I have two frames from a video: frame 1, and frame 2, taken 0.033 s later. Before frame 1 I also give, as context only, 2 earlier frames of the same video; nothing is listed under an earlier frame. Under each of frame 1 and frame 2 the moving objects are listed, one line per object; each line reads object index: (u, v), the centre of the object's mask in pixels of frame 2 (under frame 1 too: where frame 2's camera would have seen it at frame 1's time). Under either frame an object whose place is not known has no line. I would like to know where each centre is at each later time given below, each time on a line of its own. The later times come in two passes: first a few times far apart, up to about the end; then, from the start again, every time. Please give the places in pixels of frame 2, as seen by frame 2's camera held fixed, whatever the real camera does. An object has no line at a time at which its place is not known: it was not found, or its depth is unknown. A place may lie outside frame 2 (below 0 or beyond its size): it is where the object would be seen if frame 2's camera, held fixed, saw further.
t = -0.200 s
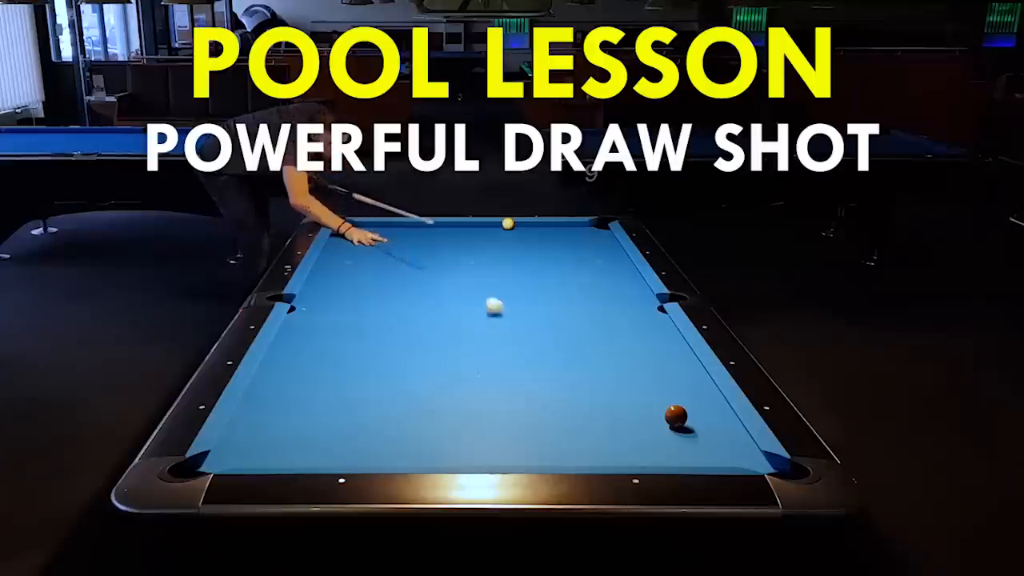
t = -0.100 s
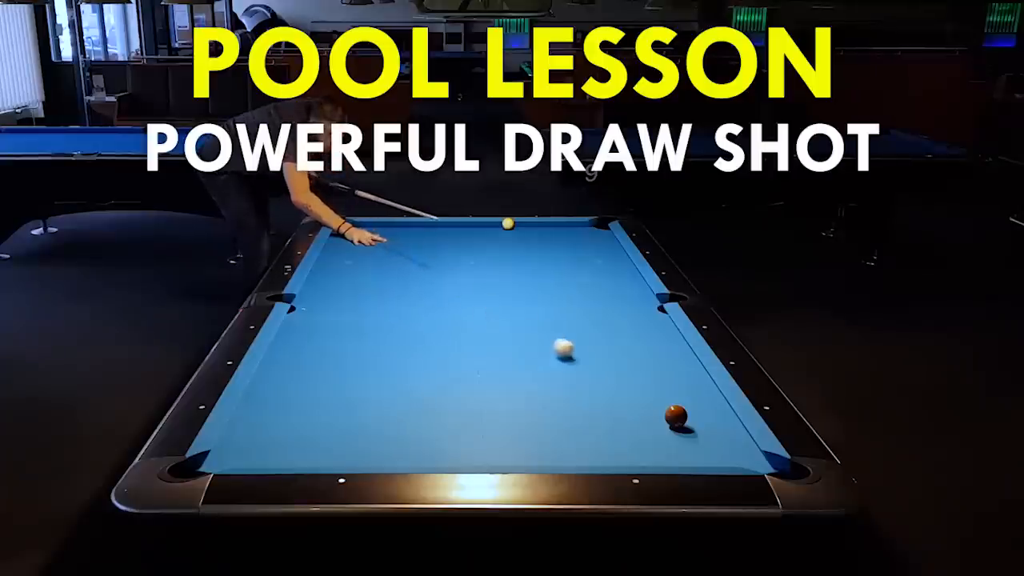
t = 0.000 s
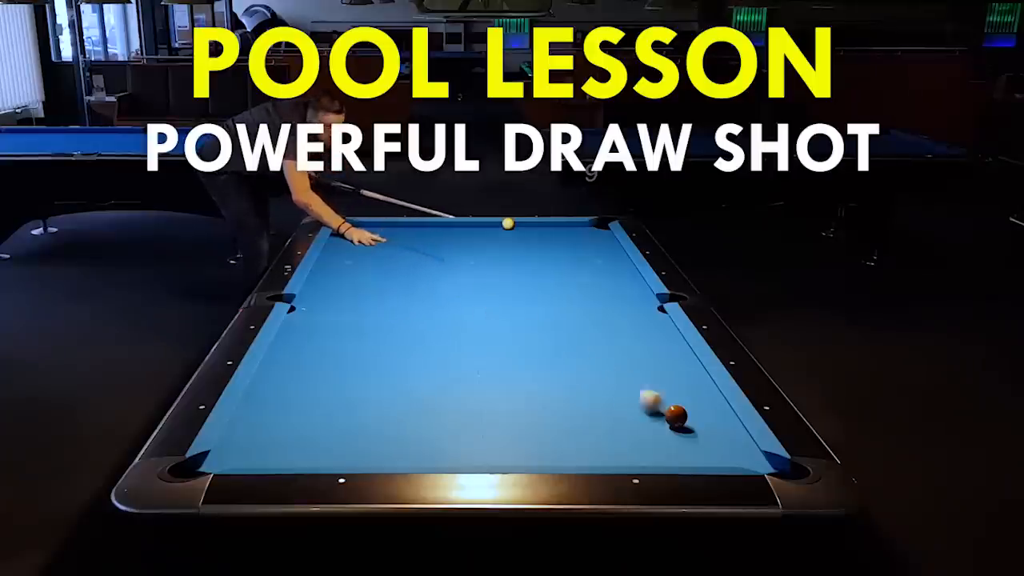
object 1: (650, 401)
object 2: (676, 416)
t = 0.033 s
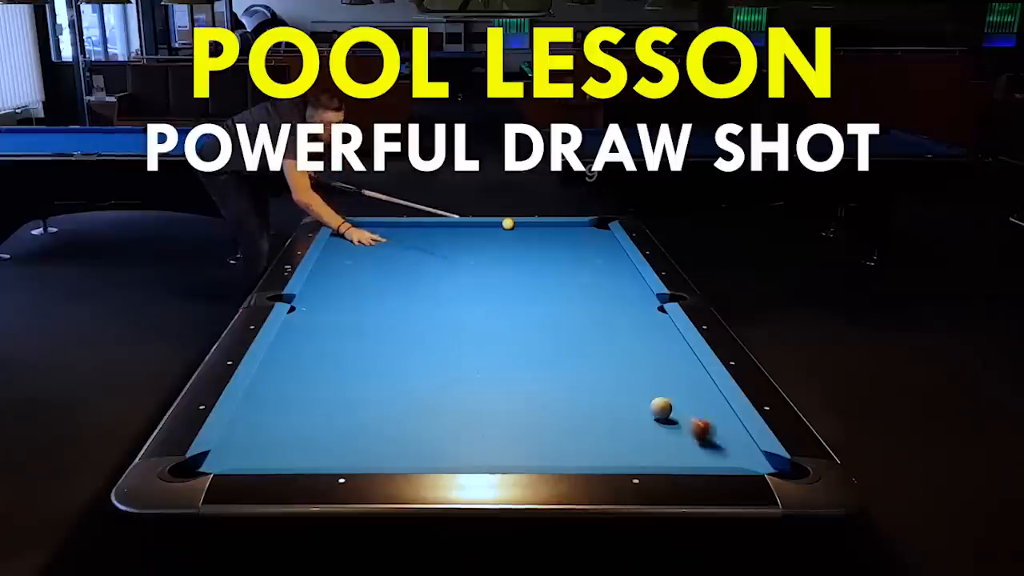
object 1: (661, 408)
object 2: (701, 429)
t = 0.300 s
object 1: (633, 398)
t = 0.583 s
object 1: (584, 374)
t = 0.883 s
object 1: (540, 353)
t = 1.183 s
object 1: (503, 334)
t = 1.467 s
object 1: (471, 319)
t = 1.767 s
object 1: (443, 304)
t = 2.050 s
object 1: (420, 292)
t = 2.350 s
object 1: (397, 281)
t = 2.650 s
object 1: (378, 272)
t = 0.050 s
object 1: (660, 408)
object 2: (719, 440)
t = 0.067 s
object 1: (659, 408)
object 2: (740, 452)
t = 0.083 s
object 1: (658, 408)
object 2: (762, 462)
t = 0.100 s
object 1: (657, 408)
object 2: (781, 470)
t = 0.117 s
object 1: (656, 408)
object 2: (795, 477)
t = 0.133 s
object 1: (654, 408)
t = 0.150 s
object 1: (653, 407)
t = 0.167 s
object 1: (651, 406)
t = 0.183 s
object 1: (649, 406)
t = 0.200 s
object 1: (647, 405)
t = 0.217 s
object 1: (645, 404)
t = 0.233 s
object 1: (643, 403)
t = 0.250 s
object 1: (641, 402)
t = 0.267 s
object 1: (638, 401)
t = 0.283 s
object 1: (635, 400)
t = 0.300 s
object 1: (633, 398)
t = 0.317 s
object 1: (629, 397)
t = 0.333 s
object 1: (625, 395)
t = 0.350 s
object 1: (622, 394)
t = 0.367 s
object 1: (619, 392)
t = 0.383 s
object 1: (616, 391)
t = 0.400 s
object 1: (613, 389)
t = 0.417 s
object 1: (610, 388)
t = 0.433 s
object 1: (607, 387)
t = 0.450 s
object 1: (604, 385)
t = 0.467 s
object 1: (603, 384)
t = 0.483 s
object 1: (600, 383)
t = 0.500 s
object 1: (598, 381)
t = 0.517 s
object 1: (595, 380)
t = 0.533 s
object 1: (592, 378)
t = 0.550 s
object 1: (589, 377)
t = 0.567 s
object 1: (586, 375)
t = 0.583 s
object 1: (584, 374)
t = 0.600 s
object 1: (581, 373)
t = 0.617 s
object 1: (578, 372)
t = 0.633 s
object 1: (576, 371)
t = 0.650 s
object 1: (573, 370)
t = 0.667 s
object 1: (571, 368)
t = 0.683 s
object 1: (568, 367)
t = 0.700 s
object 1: (566, 366)
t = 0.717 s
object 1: (563, 365)
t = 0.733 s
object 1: (561, 363)
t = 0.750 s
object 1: (558, 362)
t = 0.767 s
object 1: (556, 361)
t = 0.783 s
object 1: (554, 360)
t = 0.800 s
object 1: (552, 358)
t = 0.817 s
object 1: (549, 357)
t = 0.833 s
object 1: (547, 356)
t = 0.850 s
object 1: (545, 355)
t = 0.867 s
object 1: (542, 354)
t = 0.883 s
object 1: (540, 353)
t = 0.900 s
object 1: (538, 352)
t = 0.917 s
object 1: (535, 351)
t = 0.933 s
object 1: (533, 349)
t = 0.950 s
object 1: (531, 348)
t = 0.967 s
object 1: (529, 347)
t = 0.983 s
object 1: (527, 346)
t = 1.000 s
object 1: (525, 345)
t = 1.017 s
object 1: (523, 344)
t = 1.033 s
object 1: (521, 343)
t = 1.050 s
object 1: (519, 342)
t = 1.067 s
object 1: (517, 341)
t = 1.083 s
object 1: (515, 340)
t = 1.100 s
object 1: (513, 339)
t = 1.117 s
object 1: (511, 338)
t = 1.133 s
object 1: (509, 337)
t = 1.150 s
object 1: (507, 336)
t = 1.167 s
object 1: (505, 335)
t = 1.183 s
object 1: (503, 334)
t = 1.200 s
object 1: (501, 333)
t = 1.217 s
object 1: (499, 332)
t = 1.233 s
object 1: (497, 331)
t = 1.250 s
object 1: (495, 330)
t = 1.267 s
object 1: (493, 329)
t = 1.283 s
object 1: (491, 328)
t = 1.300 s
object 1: (490, 327)
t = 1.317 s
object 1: (488, 327)
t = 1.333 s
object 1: (486, 326)
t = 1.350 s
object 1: (484, 325)
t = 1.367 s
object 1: (483, 324)
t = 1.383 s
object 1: (481, 323)
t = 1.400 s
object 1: (479, 322)
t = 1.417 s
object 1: (476, 321)
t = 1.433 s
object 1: (474, 320)
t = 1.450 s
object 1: (473, 320)
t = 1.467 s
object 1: (471, 319)
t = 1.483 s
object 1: (469, 318)
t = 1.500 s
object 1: (468, 317)
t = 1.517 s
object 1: (466, 316)
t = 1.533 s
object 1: (465, 315)
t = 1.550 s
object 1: (463, 315)
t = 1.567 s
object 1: (461, 314)
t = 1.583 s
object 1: (460, 313)
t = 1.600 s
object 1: (458, 312)
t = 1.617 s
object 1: (457, 311)
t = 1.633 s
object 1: (455, 311)
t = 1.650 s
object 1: (453, 310)
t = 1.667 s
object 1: (452, 309)
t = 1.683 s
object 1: (450, 308)
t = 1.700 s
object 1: (449, 308)
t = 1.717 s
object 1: (447, 307)
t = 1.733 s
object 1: (446, 306)
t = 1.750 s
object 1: (444, 306)
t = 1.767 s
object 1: (443, 304)
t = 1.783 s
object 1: (441, 304)
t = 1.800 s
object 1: (440, 303)
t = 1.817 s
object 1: (439, 302)
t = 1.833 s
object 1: (437, 301)
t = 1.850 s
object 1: (436, 301)
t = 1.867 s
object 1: (434, 300)
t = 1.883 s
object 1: (433, 299)
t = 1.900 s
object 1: (431, 298)
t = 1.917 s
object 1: (430, 298)
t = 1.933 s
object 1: (429, 297)
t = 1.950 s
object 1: (428, 296)
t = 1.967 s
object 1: (426, 296)
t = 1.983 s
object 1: (425, 295)
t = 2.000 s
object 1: (423, 294)
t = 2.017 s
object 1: (422, 294)
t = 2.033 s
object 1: (421, 293)
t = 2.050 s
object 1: (420, 292)
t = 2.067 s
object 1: (418, 292)
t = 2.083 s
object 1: (417, 291)
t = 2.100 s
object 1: (416, 290)
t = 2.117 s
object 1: (415, 290)
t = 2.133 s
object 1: (413, 289)
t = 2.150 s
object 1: (412, 289)
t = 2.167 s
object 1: (411, 288)
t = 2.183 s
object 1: (410, 287)
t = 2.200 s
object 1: (409, 287)
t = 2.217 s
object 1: (407, 286)
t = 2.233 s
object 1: (406, 286)
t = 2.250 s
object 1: (405, 285)
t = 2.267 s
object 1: (403, 285)
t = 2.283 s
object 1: (402, 284)
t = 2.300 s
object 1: (401, 283)
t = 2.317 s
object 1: (400, 283)
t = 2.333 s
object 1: (399, 282)
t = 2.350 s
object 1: (397, 281)
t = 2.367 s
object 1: (396, 281)
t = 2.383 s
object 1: (395, 280)
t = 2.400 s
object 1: (394, 280)
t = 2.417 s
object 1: (393, 279)
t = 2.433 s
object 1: (392, 279)
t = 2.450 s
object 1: (391, 278)
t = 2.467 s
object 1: (390, 277)
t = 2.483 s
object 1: (389, 277)
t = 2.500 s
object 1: (388, 276)
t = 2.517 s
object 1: (387, 276)
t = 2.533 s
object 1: (386, 275)
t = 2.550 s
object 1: (385, 275)
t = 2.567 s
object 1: (384, 274)
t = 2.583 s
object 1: (383, 274)
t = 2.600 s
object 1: (381, 273)
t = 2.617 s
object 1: (380, 273)
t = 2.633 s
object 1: (379, 272)
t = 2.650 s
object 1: (378, 272)
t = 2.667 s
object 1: (377, 271)
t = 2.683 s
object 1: (376, 271)
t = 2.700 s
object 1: (375, 270)
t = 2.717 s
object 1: (374, 270)
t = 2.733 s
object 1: (373, 269)
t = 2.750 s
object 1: (372, 269)
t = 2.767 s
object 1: (372, 268)
